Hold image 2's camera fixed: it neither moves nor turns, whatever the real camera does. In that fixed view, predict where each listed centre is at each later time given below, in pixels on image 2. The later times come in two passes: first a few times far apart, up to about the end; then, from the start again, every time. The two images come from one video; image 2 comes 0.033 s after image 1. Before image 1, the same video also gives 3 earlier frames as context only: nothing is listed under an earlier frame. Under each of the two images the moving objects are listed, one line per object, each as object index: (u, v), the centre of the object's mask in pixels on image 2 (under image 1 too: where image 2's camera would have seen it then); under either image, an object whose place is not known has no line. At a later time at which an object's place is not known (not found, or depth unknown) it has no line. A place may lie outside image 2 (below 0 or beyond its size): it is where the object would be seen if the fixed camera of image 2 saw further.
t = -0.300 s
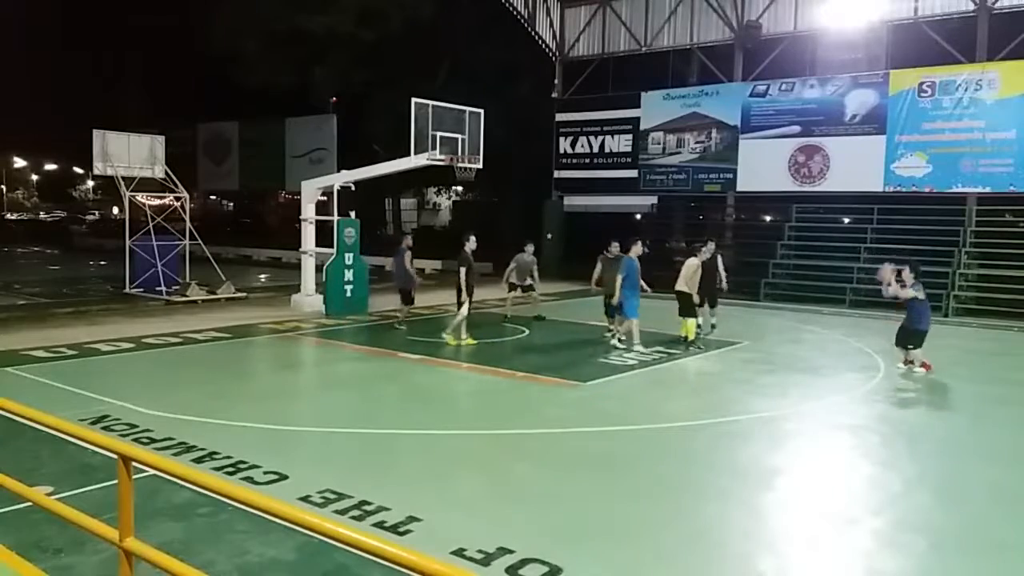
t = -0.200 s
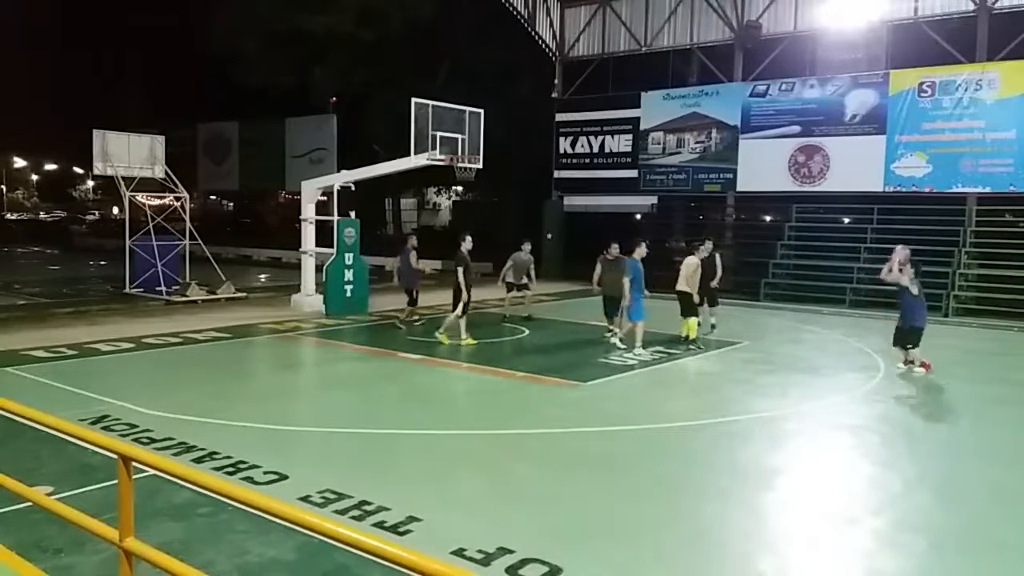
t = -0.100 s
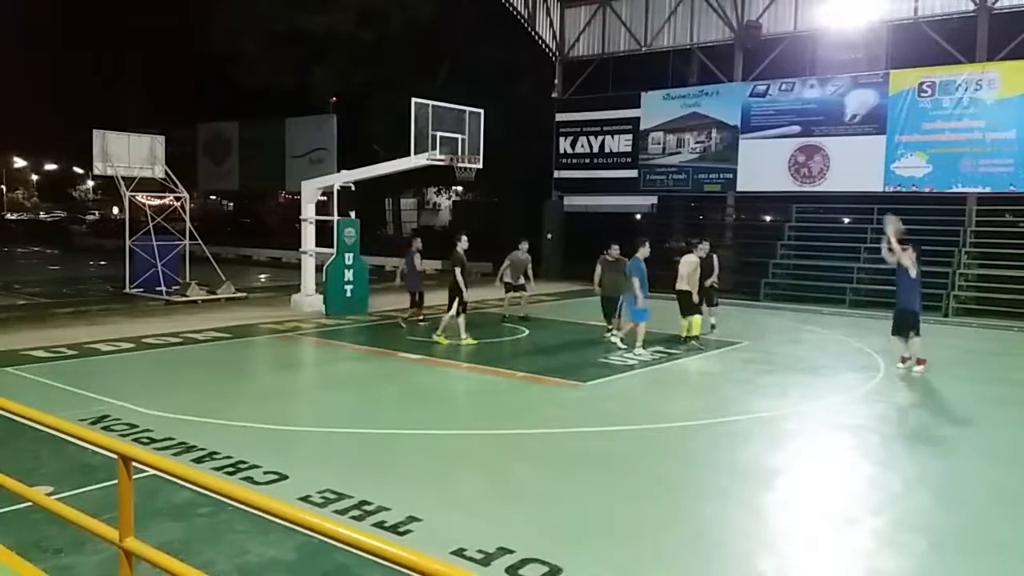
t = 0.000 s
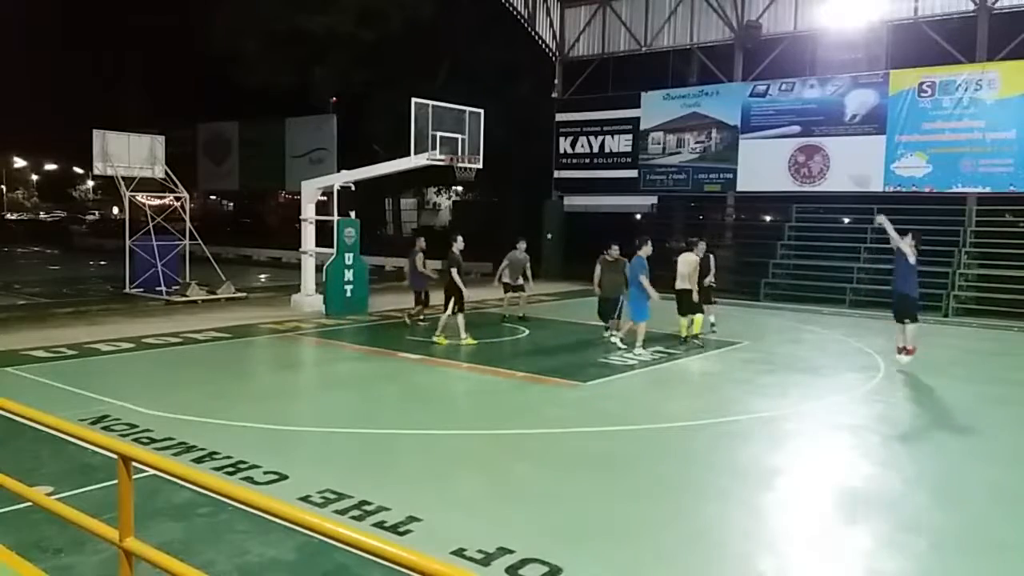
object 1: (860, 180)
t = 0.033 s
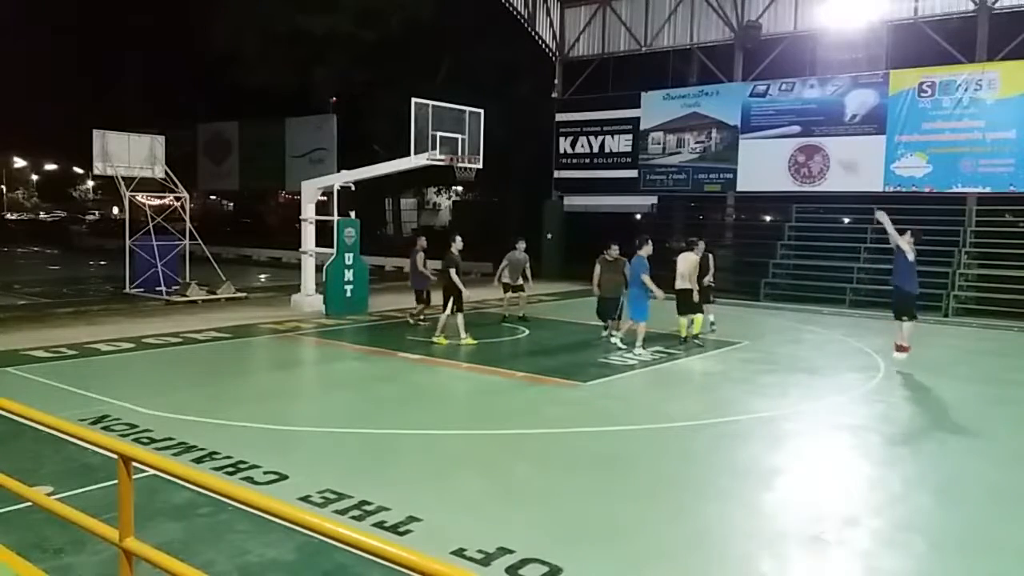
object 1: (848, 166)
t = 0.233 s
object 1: (784, 90)
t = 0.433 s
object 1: (719, 50)
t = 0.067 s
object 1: (836, 153)
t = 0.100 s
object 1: (826, 135)
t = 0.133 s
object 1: (815, 123)
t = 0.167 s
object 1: (805, 111)
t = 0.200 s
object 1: (796, 100)
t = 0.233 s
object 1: (784, 90)
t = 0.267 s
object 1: (772, 83)
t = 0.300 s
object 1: (760, 73)
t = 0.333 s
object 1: (751, 67)
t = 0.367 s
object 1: (740, 61)
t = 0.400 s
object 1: (729, 55)
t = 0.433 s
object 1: (719, 50)
